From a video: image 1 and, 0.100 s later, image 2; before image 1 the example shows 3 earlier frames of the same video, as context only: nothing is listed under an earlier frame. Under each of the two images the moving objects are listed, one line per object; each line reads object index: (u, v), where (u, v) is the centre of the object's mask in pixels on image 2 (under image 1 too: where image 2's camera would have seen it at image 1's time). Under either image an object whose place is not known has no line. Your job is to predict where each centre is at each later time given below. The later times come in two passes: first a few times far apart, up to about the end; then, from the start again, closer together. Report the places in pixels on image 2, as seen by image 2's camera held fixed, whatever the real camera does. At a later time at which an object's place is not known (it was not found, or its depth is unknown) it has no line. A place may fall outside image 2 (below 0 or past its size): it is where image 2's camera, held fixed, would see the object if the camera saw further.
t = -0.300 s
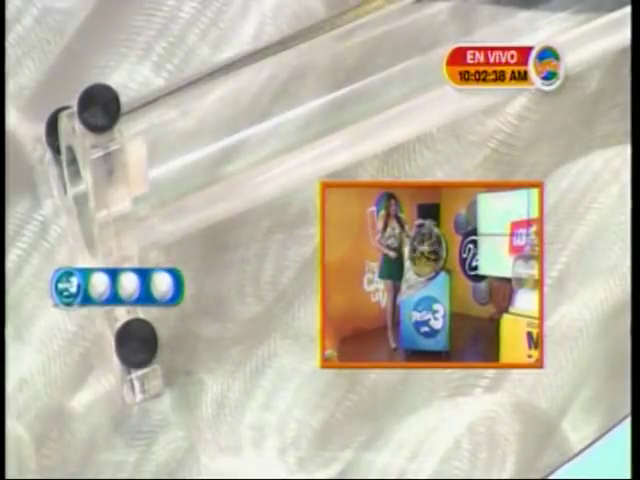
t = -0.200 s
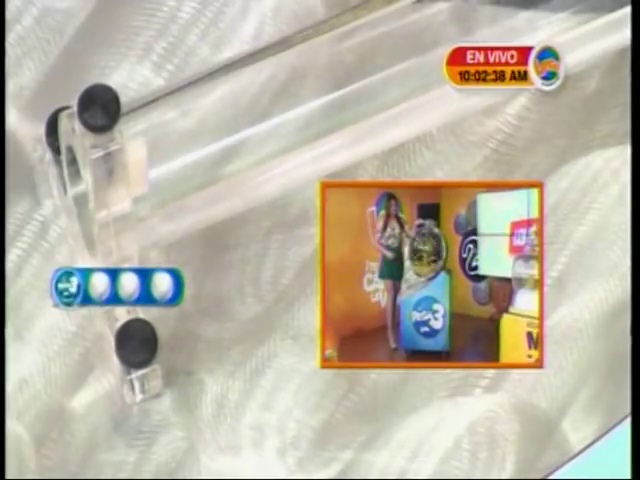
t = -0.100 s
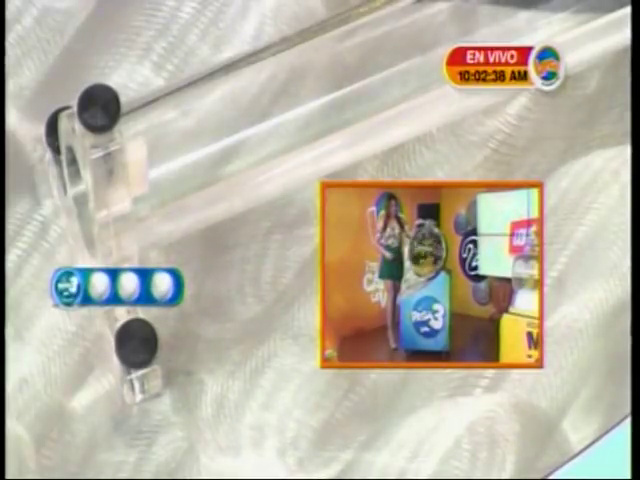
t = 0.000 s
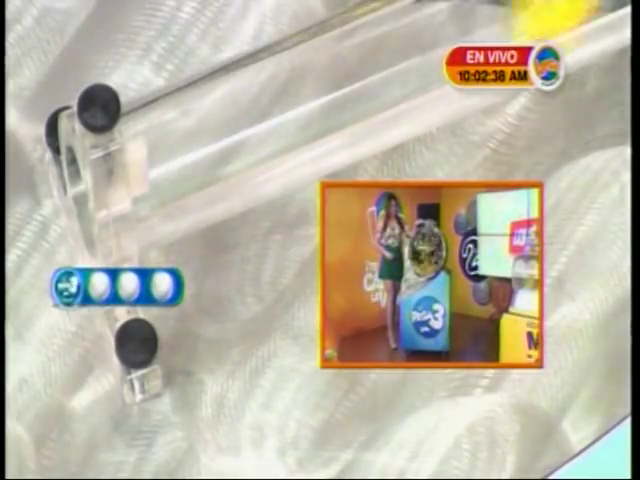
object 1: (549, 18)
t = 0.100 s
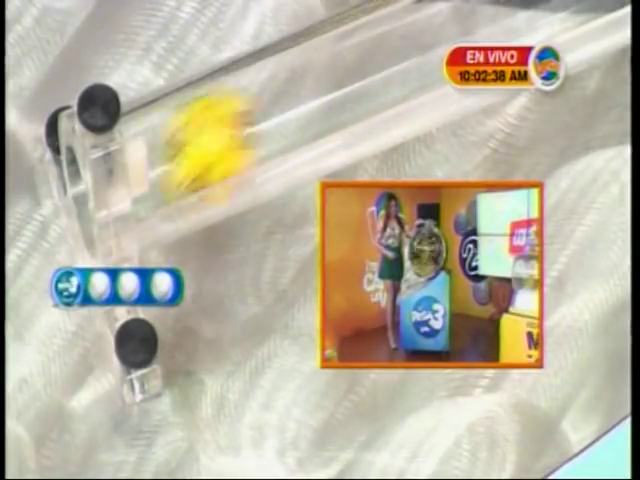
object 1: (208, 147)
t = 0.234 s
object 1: (182, 157)
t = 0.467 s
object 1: (173, 165)
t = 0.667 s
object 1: (173, 165)
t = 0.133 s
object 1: (179, 156)
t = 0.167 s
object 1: (188, 155)
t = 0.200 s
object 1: (187, 153)
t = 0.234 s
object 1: (182, 157)
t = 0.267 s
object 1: (178, 162)
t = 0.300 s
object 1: (174, 160)
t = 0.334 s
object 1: (172, 164)
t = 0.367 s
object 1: (173, 165)
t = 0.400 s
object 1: (173, 165)
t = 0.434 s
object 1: (173, 165)
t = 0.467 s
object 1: (173, 165)
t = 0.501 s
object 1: (173, 165)
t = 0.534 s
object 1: (174, 165)
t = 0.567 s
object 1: (173, 165)
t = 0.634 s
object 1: (173, 165)
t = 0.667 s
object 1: (173, 165)
